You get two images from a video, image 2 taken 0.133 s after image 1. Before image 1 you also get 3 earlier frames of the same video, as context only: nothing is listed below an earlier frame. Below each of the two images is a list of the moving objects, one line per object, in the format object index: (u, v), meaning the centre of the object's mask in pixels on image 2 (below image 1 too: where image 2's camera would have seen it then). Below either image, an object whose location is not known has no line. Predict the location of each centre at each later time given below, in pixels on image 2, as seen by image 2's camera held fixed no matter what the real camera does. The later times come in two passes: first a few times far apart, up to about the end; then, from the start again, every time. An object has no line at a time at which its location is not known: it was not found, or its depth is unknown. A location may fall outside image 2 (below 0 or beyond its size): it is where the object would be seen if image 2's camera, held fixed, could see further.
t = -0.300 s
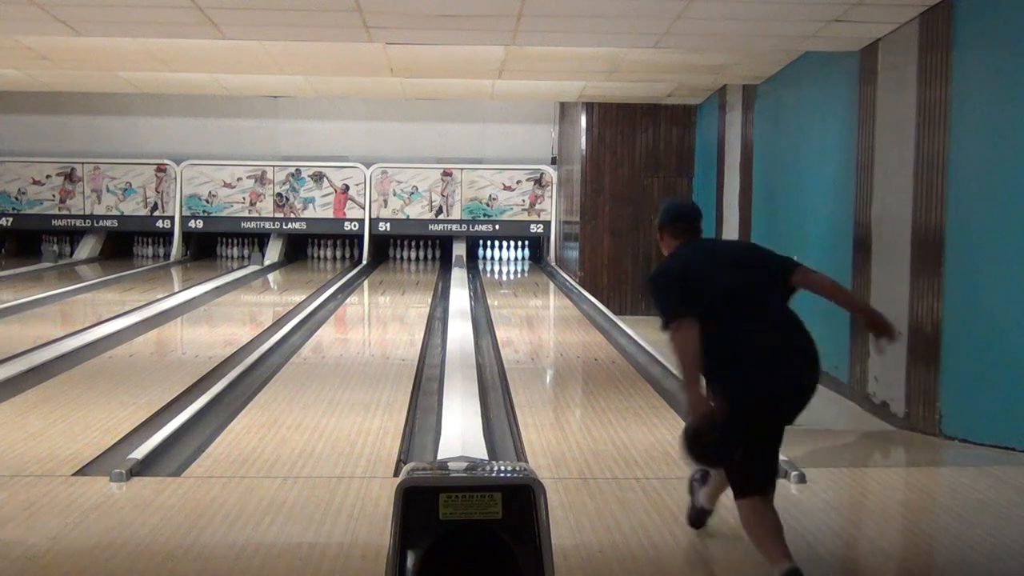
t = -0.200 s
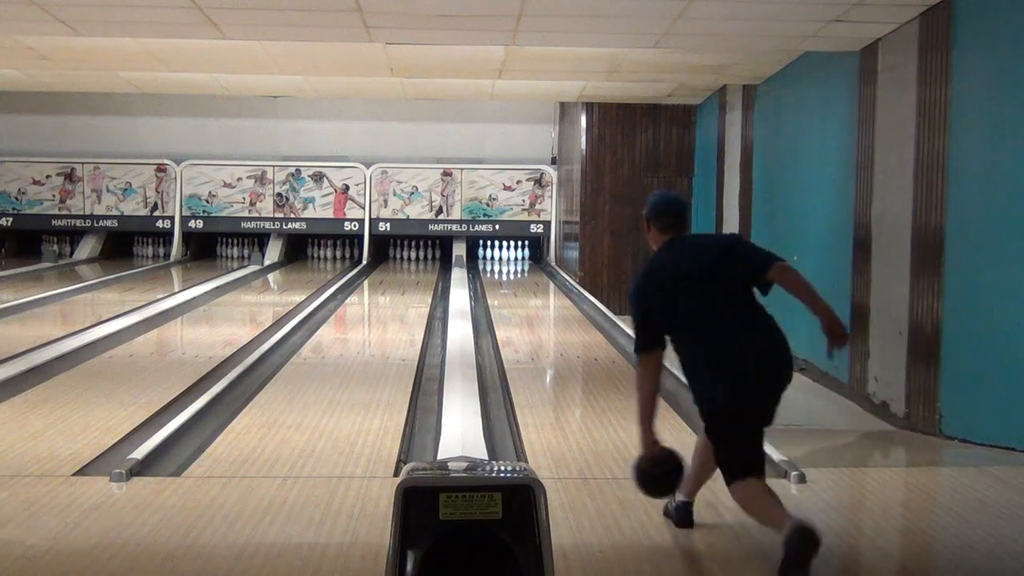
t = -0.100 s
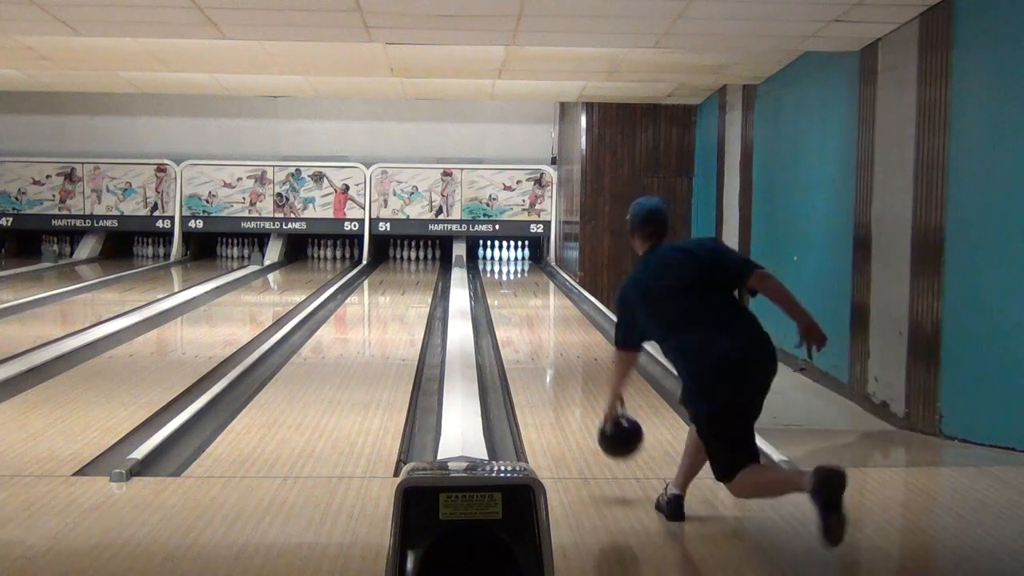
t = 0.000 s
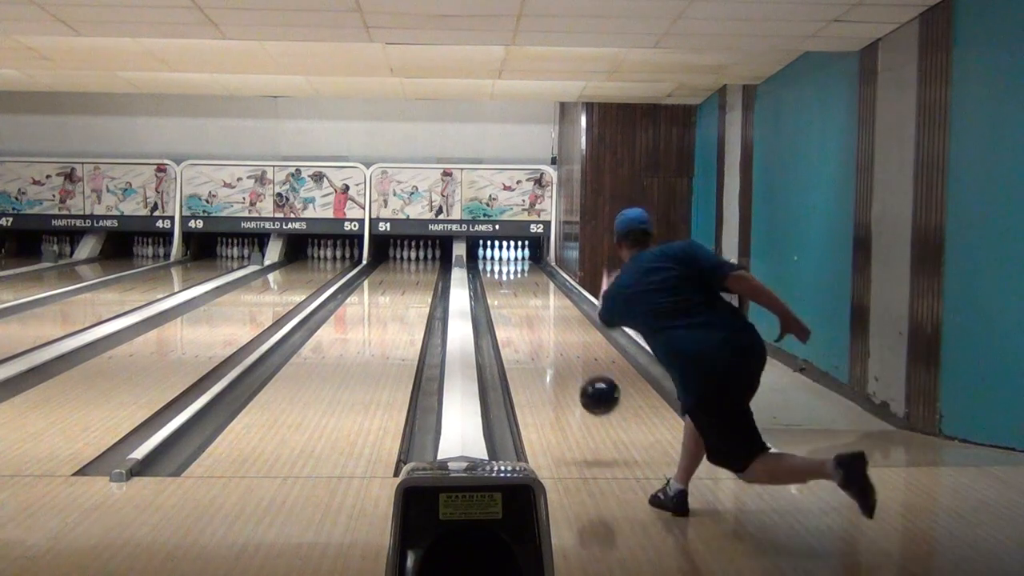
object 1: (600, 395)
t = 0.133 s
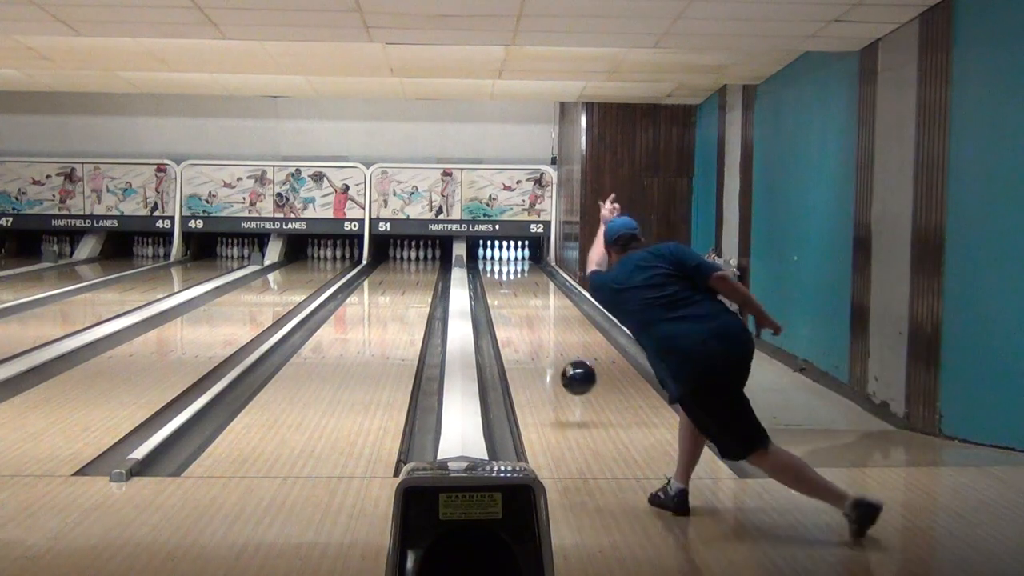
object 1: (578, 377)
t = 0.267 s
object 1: (561, 387)
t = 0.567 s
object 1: (537, 345)
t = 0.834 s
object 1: (522, 320)
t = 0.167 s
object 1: (574, 378)
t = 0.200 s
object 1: (569, 380)
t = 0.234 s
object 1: (565, 384)
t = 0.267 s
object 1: (561, 387)
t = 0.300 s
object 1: (558, 380)
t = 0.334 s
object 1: (555, 375)
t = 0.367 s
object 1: (552, 370)
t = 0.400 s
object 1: (549, 365)
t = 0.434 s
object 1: (545, 365)
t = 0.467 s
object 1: (542, 356)
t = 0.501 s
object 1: (541, 352)
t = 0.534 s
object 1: (539, 349)
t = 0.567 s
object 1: (537, 345)
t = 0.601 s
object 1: (534, 341)
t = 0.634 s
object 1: (533, 338)
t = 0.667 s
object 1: (531, 335)
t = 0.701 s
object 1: (529, 331)
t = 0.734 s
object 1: (527, 328)
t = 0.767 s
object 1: (525, 325)
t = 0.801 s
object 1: (524, 323)
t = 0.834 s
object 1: (522, 320)
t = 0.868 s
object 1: (521, 317)
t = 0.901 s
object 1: (520, 315)
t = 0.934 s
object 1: (518, 312)
